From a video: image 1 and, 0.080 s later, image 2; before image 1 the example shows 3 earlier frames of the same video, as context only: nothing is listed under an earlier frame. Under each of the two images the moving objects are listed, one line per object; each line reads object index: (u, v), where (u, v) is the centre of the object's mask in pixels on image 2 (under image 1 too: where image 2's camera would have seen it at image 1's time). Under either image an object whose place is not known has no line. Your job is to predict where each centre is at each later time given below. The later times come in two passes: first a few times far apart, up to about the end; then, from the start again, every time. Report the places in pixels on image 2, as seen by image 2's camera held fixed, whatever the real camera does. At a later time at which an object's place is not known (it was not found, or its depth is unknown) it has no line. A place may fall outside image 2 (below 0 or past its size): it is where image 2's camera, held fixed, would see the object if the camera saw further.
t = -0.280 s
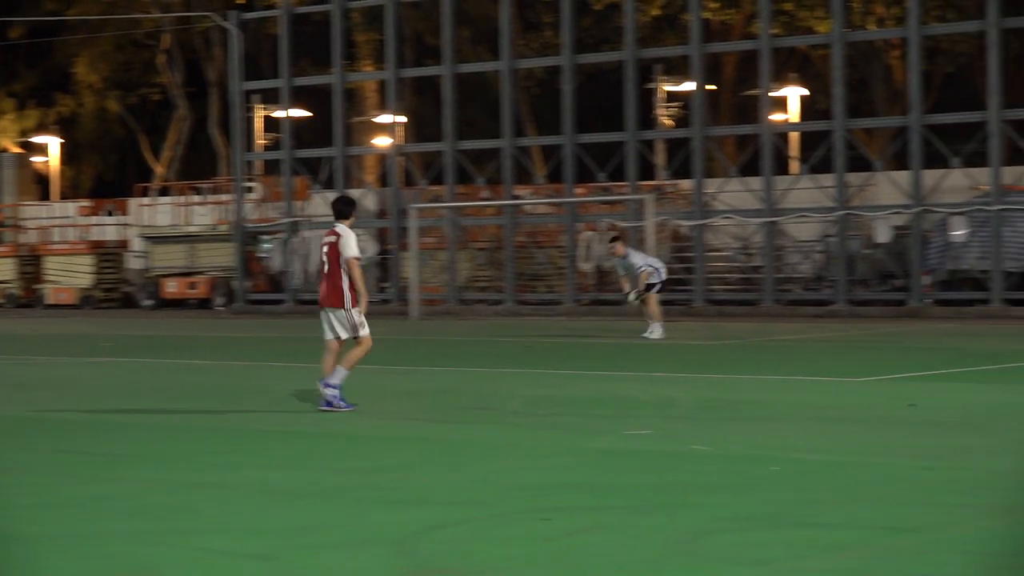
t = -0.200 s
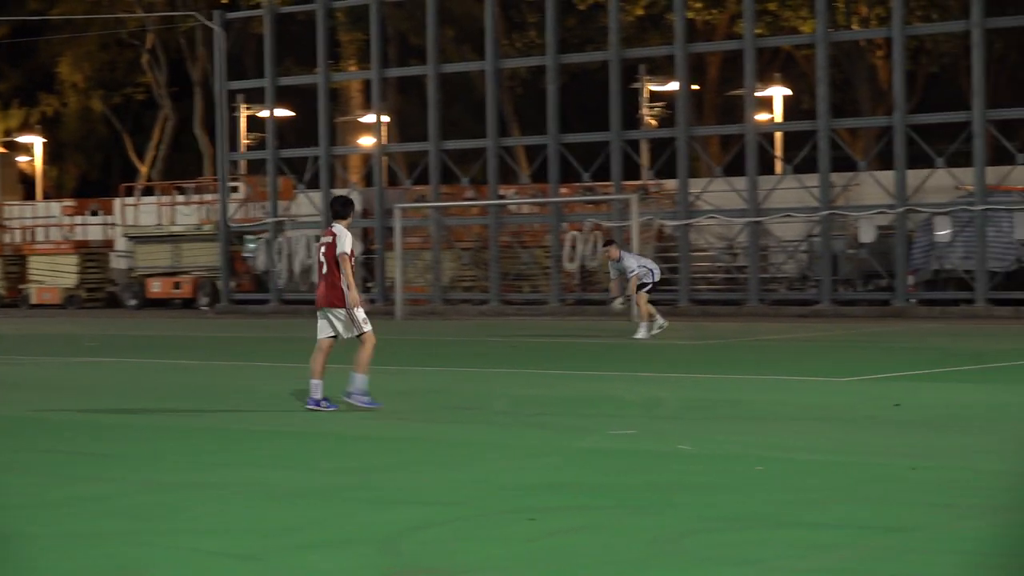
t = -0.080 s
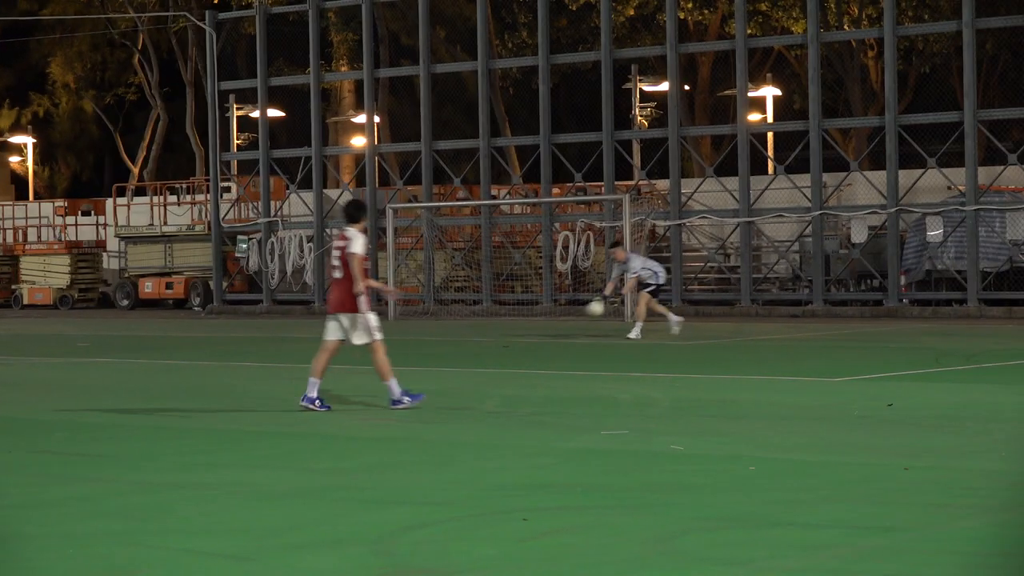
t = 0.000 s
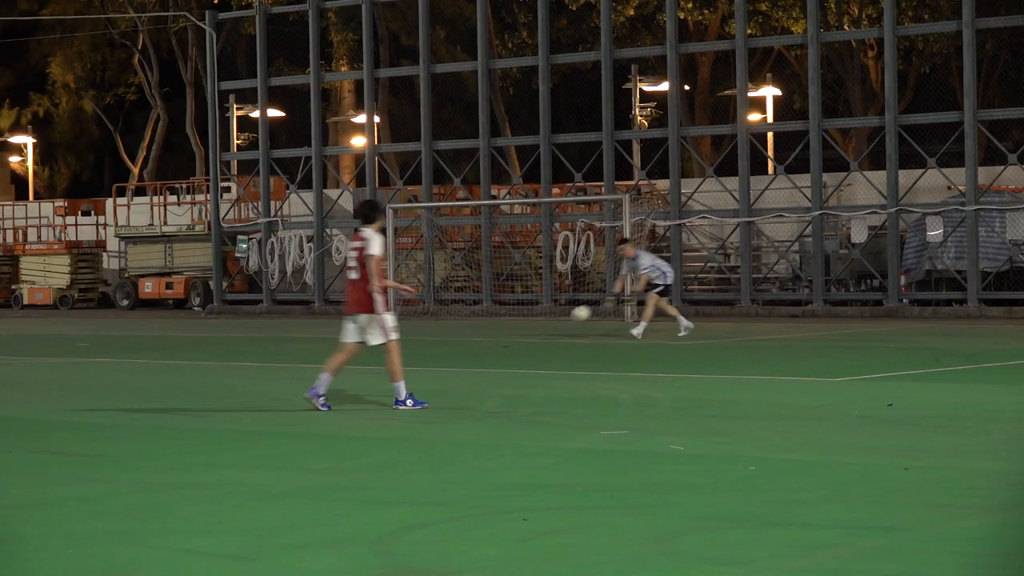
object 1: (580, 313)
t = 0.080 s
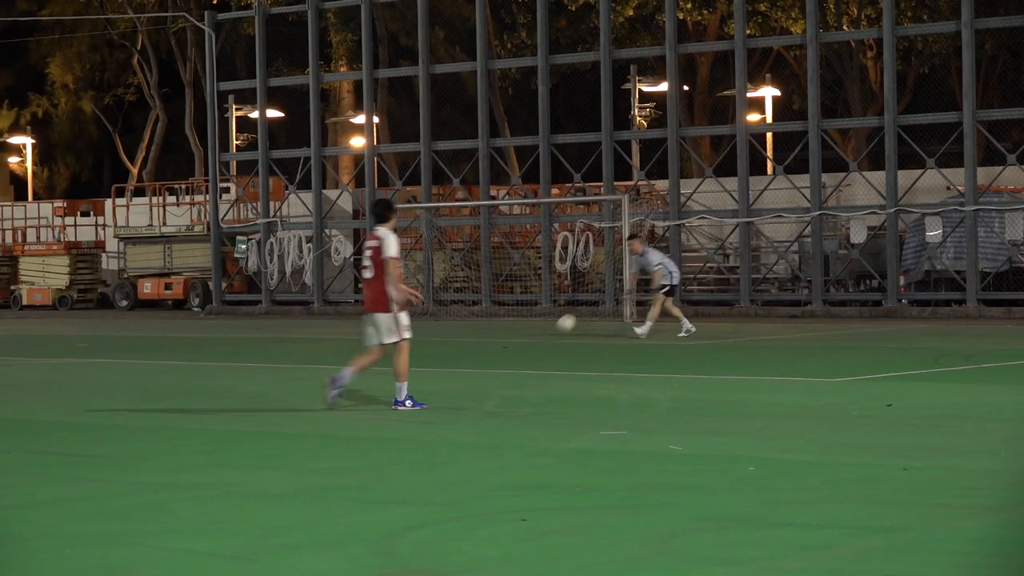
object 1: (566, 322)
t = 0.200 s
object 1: (554, 326)
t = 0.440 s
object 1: (550, 320)
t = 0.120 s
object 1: (559, 329)
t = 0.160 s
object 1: (555, 331)
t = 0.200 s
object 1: (554, 326)
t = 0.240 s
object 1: (553, 322)
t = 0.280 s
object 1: (552, 320)
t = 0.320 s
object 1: (552, 318)
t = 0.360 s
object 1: (551, 317)
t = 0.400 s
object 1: (551, 318)
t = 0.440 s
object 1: (550, 320)
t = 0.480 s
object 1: (550, 322)
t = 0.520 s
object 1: (549, 326)
